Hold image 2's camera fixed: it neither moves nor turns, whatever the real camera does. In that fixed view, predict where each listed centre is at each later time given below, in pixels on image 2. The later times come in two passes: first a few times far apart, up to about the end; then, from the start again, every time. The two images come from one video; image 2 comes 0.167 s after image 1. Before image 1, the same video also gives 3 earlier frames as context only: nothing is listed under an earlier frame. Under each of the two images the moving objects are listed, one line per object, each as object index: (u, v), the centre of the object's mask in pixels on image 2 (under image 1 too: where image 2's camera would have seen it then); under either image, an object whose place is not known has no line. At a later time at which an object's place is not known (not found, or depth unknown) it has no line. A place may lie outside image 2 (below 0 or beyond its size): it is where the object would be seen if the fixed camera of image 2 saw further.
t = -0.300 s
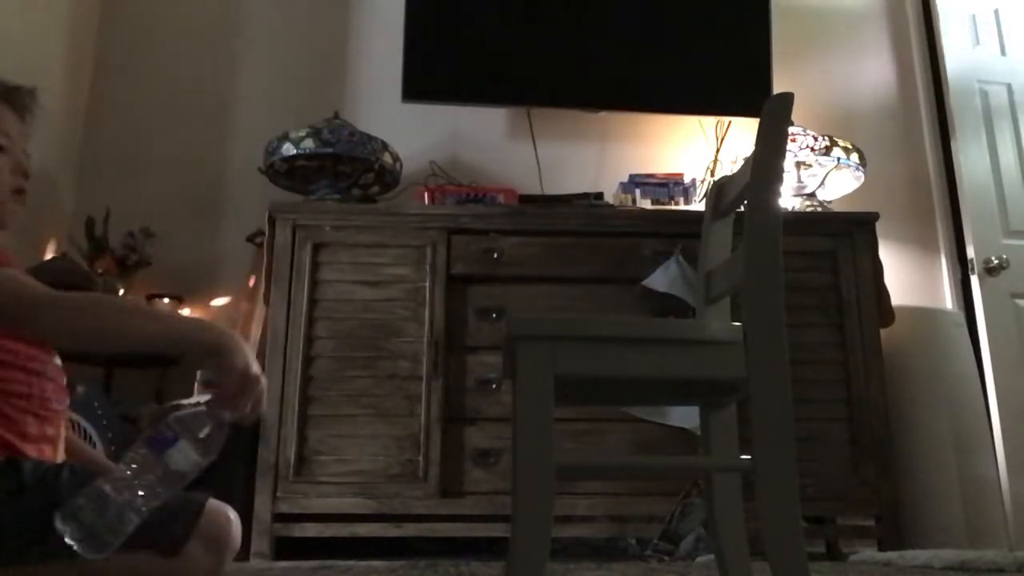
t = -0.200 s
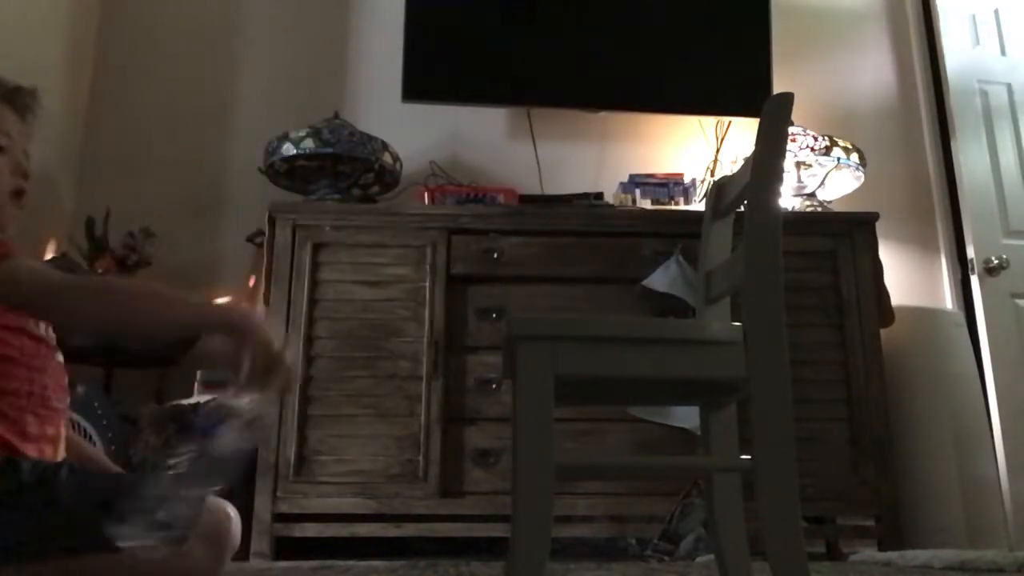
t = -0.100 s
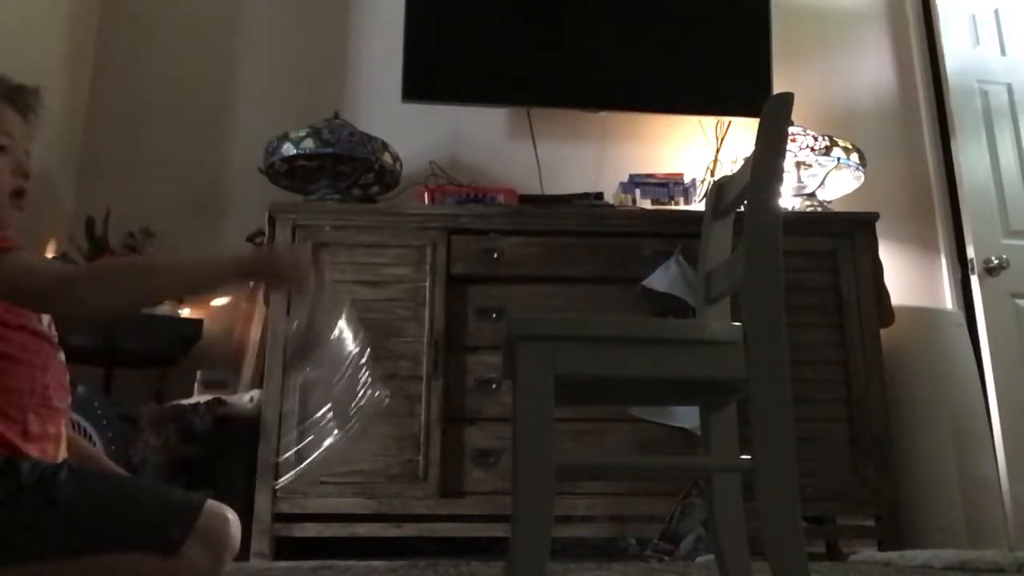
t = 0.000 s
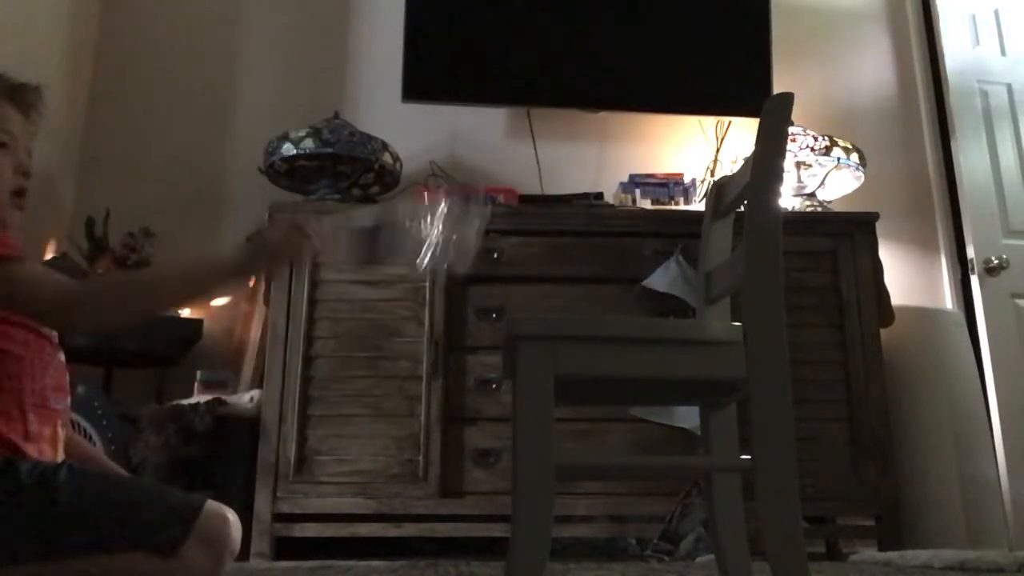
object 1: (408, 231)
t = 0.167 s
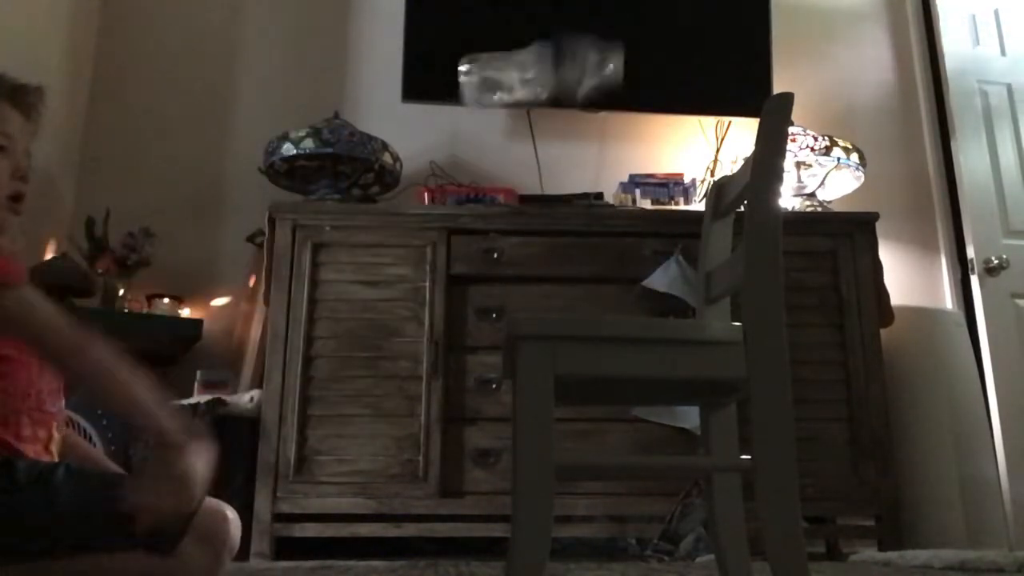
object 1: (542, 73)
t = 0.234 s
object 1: (546, 68)
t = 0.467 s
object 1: (610, 254)
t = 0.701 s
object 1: (667, 275)
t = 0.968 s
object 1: (672, 279)
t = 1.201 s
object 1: (671, 279)
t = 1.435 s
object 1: (671, 279)
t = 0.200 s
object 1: (542, 65)
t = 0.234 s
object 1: (546, 68)
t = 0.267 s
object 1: (553, 80)
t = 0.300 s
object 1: (561, 100)
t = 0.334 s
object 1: (569, 132)
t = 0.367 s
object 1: (578, 171)
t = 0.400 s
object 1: (586, 218)
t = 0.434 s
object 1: (597, 253)
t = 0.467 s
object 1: (610, 254)
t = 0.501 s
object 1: (616, 254)
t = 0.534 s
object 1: (621, 256)
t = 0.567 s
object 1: (624, 260)
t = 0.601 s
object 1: (632, 261)
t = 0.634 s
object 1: (646, 266)
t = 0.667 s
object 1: (655, 270)
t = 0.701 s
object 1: (667, 275)
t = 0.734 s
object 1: (671, 279)
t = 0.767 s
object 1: (671, 279)
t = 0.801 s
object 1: (671, 279)
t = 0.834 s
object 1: (671, 279)
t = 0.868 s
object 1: (671, 279)
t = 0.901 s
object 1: (672, 279)
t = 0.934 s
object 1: (671, 279)
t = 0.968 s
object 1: (672, 279)
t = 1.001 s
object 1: (671, 279)
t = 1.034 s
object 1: (672, 279)
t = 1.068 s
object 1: (672, 279)
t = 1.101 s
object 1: (672, 279)
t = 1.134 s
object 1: (672, 279)
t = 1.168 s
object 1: (672, 279)
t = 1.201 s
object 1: (671, 279)
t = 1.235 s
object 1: (672, 279)
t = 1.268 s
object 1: (671, 279)
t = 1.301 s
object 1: (671, 279)
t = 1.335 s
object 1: (671, 279)
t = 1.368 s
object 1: (671, 279)
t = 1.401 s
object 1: (672, 279)
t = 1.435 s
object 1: (671, 279)
